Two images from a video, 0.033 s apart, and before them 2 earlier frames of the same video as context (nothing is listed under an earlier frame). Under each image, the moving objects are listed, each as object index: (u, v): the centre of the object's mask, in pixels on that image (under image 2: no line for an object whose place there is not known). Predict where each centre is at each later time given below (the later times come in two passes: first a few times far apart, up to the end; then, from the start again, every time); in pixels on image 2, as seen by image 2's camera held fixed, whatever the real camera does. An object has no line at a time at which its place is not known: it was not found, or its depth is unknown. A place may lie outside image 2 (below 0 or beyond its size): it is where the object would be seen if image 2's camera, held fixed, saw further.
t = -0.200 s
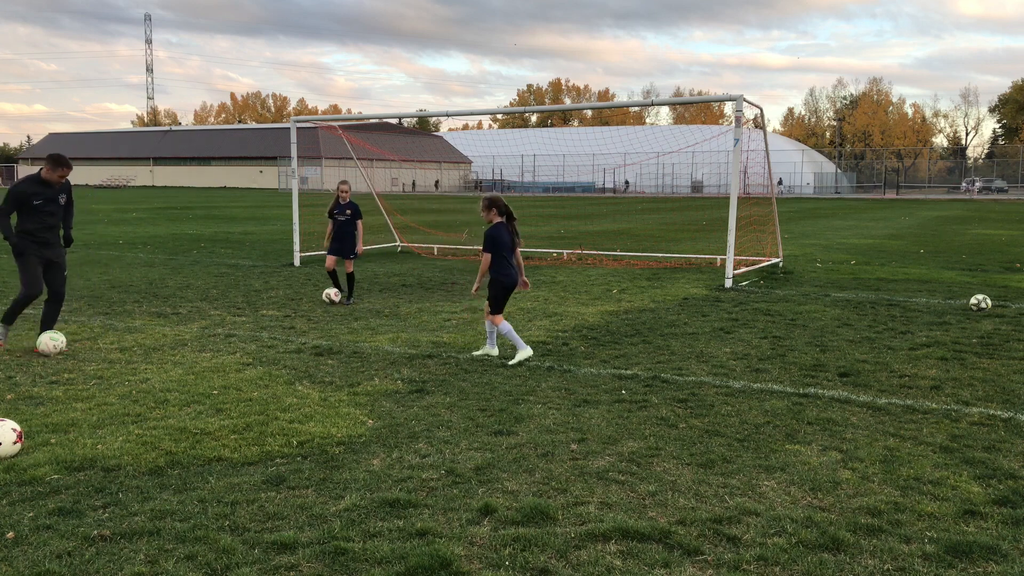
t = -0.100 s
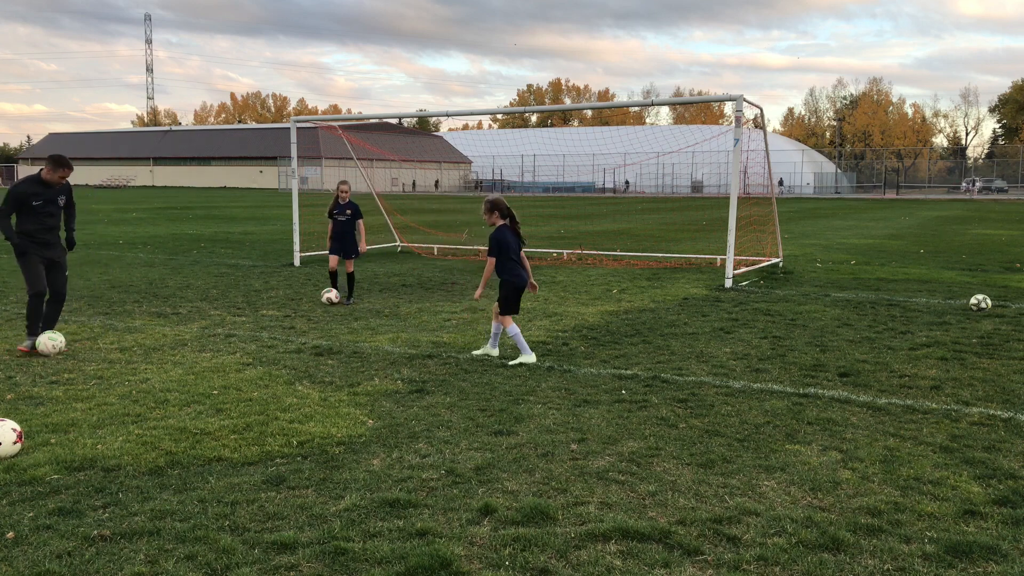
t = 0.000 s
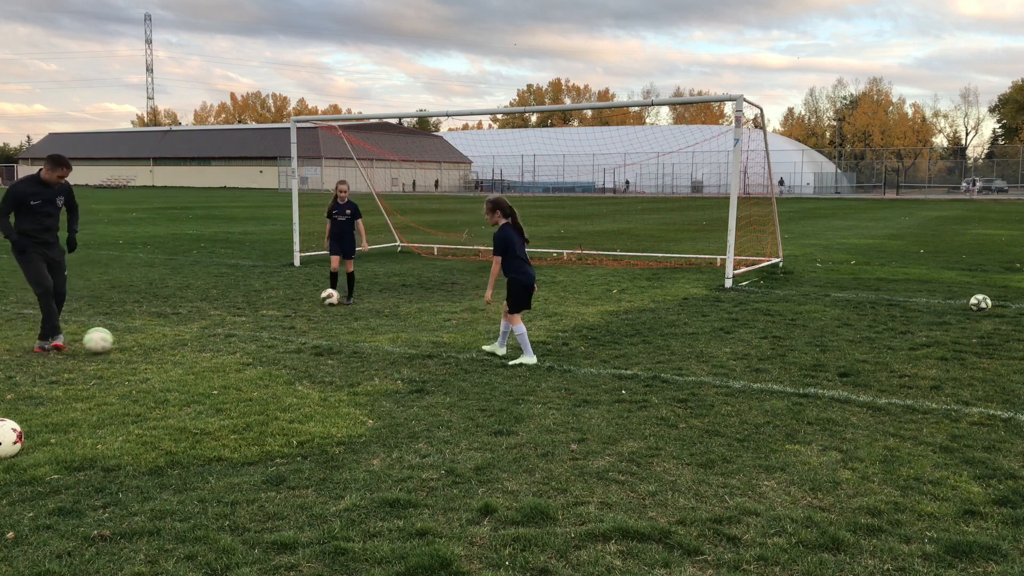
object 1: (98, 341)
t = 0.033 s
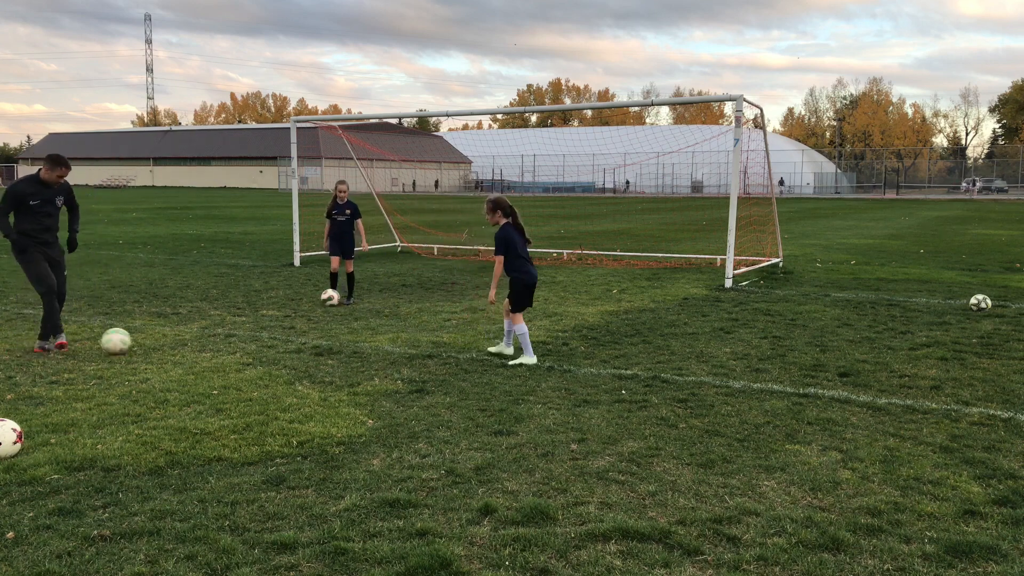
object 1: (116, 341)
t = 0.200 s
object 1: (193, 345)
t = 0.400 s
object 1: (263, 345)
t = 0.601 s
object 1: (330, 348)
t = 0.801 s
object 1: (393, 349)
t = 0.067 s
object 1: (134, 343)
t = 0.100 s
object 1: (151, 344)
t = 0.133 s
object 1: (166, 344)
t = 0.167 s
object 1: (180, 344)
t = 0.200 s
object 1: (193, 345)
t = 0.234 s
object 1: (206, 345)
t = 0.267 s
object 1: (218, 346)
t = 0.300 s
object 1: (230, 346)
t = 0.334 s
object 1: (241, 345)
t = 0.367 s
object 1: (253, 345)
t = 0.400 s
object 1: (263, 345)
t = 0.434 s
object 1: (275, 346)
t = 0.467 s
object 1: (286, 347)
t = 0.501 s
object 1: (297, 346)
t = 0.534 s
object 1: (309, 347)
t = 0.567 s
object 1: (319, 347)
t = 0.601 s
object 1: (330, 348)
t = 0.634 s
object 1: (341, 348)
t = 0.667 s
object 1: (351, 347)
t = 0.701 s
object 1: (361, 347)
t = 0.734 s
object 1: (372, 348)
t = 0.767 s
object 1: (382, 350)
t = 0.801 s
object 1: (393, 349)
